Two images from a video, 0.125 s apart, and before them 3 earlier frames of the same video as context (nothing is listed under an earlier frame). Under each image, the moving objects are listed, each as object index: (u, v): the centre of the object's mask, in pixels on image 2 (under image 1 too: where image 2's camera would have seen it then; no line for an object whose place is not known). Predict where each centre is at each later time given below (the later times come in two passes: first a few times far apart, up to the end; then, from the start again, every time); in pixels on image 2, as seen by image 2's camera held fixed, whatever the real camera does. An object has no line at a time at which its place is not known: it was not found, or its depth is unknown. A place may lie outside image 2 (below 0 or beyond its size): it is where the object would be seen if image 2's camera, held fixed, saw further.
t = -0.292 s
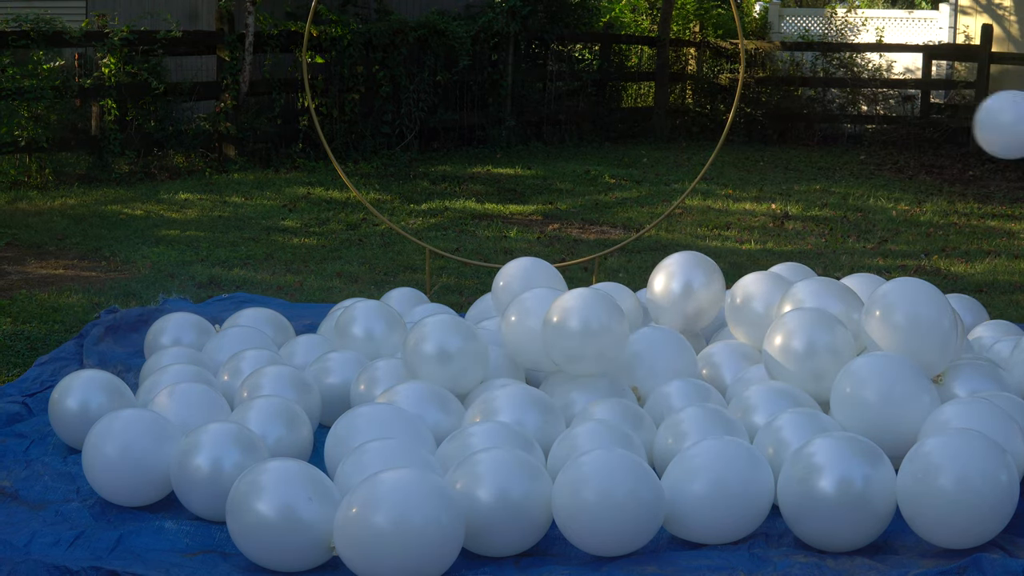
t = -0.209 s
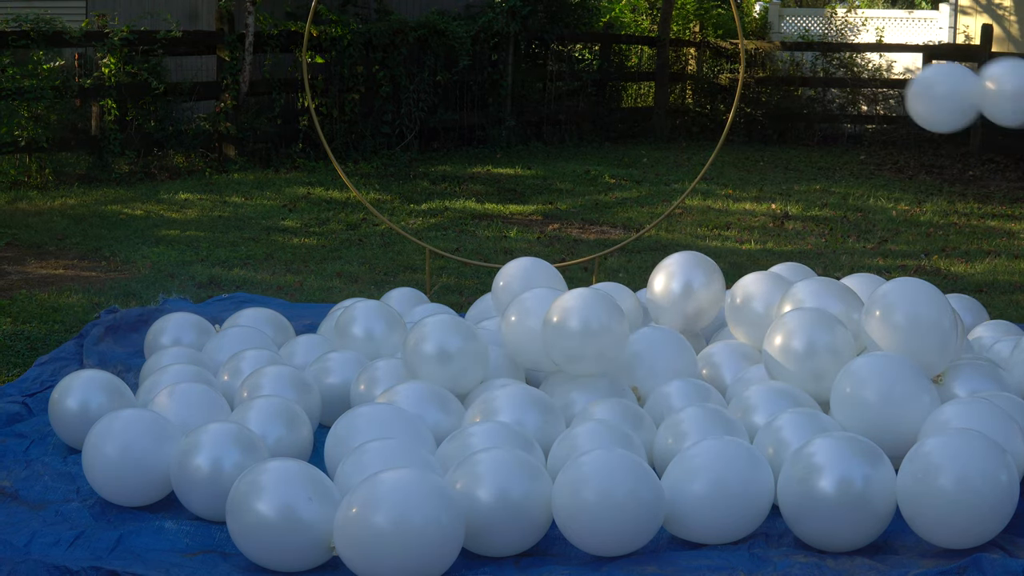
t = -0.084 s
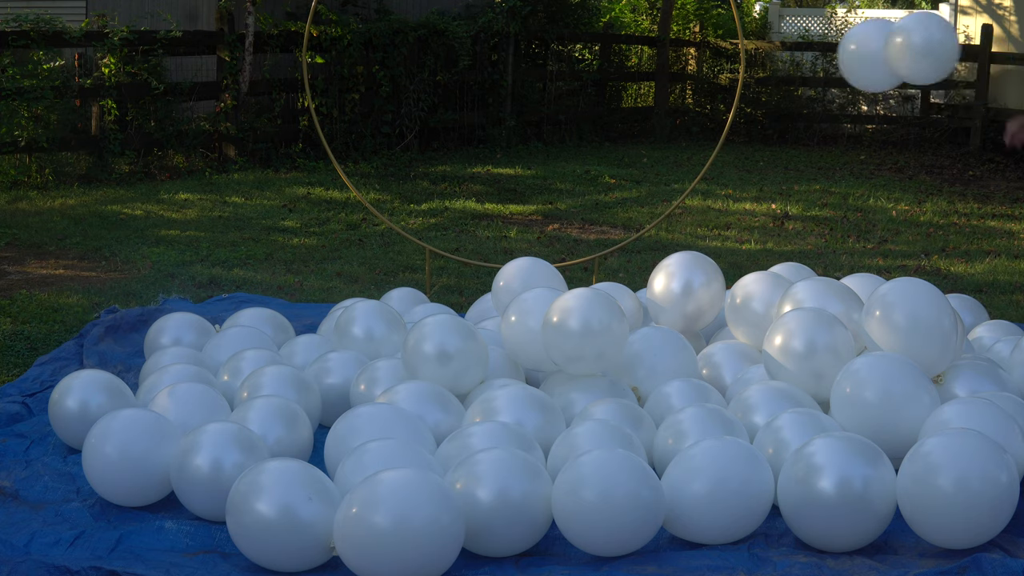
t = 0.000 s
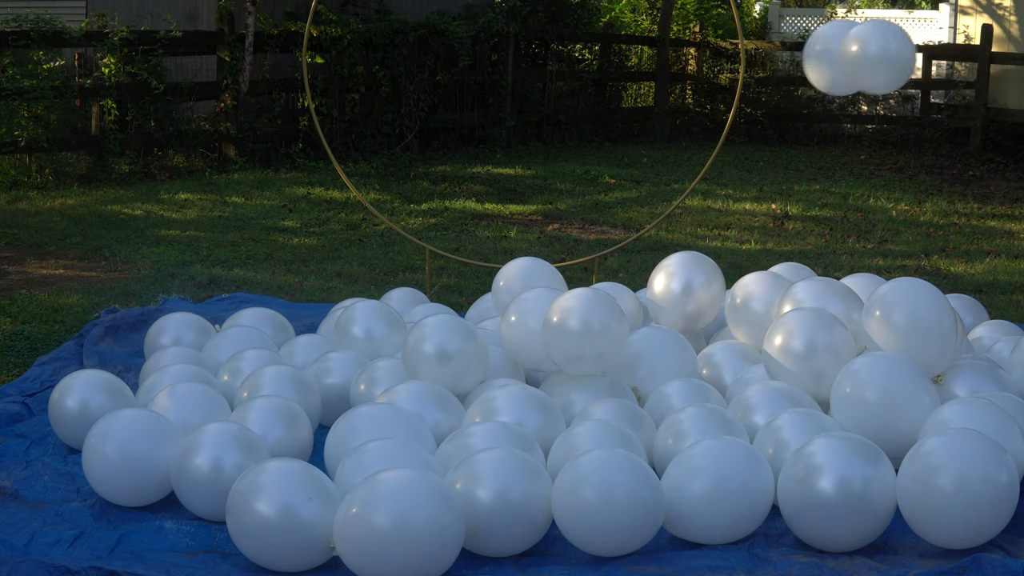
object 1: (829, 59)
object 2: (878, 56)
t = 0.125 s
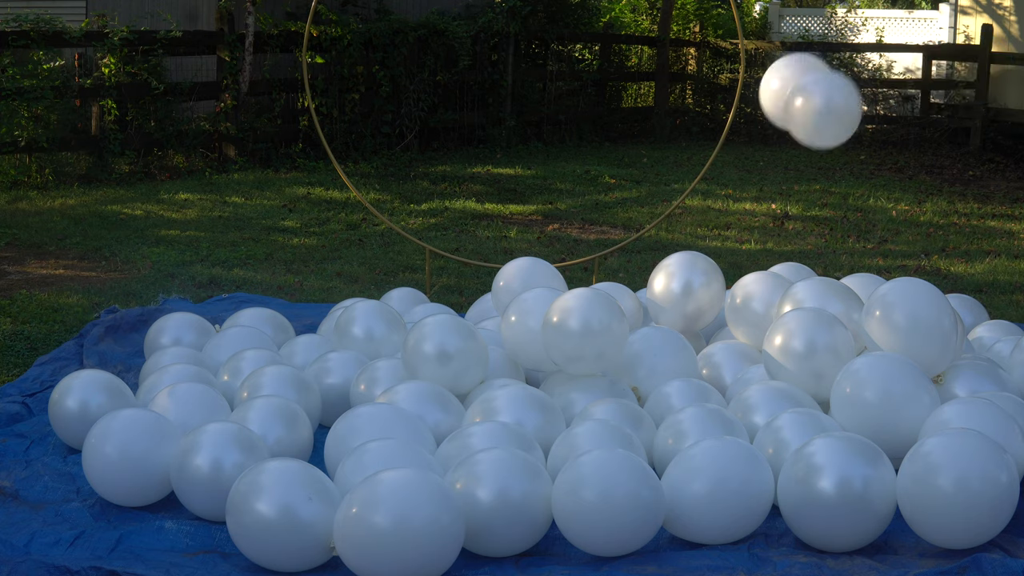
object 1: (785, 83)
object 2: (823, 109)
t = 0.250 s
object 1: (755, 160)
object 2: (784, 207)
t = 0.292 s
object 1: (747, 196)
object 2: (780, 237)
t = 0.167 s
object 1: (774, 102)
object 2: (807, 138)
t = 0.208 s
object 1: (764, 128)
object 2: (794, 170)
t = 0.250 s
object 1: (755, 160)
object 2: (784, 207)
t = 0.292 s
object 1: (747, 196)
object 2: (780, 237)
